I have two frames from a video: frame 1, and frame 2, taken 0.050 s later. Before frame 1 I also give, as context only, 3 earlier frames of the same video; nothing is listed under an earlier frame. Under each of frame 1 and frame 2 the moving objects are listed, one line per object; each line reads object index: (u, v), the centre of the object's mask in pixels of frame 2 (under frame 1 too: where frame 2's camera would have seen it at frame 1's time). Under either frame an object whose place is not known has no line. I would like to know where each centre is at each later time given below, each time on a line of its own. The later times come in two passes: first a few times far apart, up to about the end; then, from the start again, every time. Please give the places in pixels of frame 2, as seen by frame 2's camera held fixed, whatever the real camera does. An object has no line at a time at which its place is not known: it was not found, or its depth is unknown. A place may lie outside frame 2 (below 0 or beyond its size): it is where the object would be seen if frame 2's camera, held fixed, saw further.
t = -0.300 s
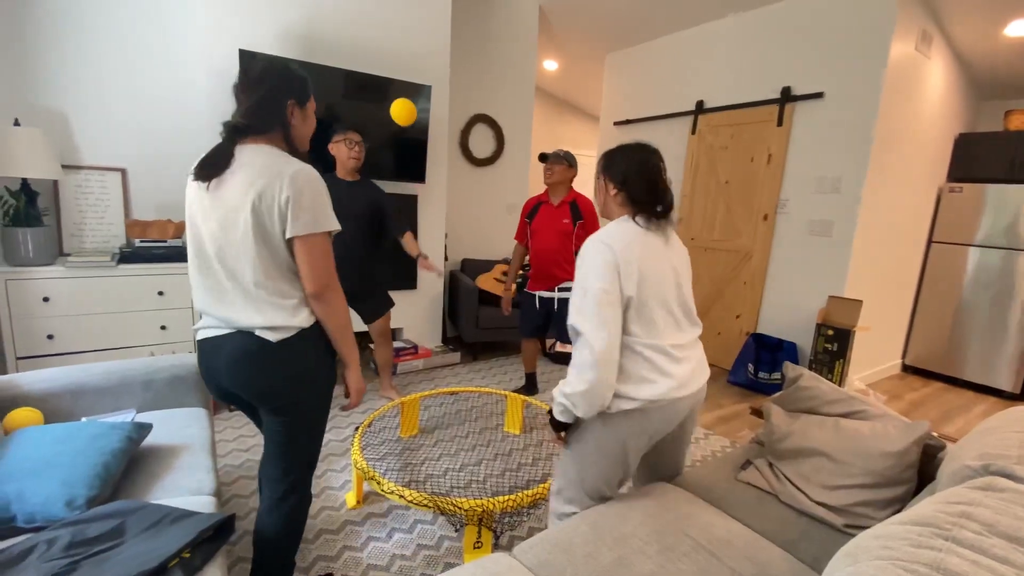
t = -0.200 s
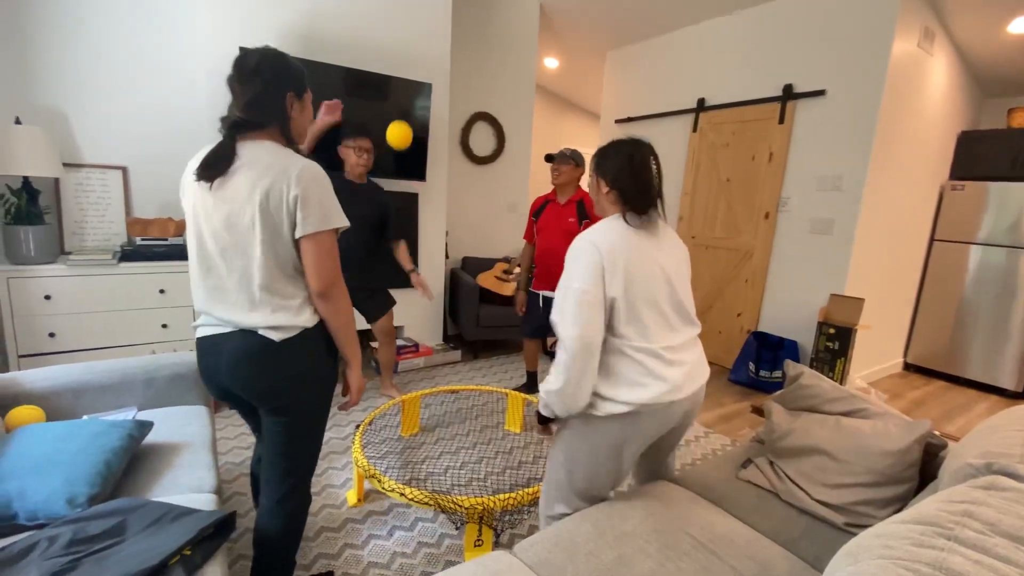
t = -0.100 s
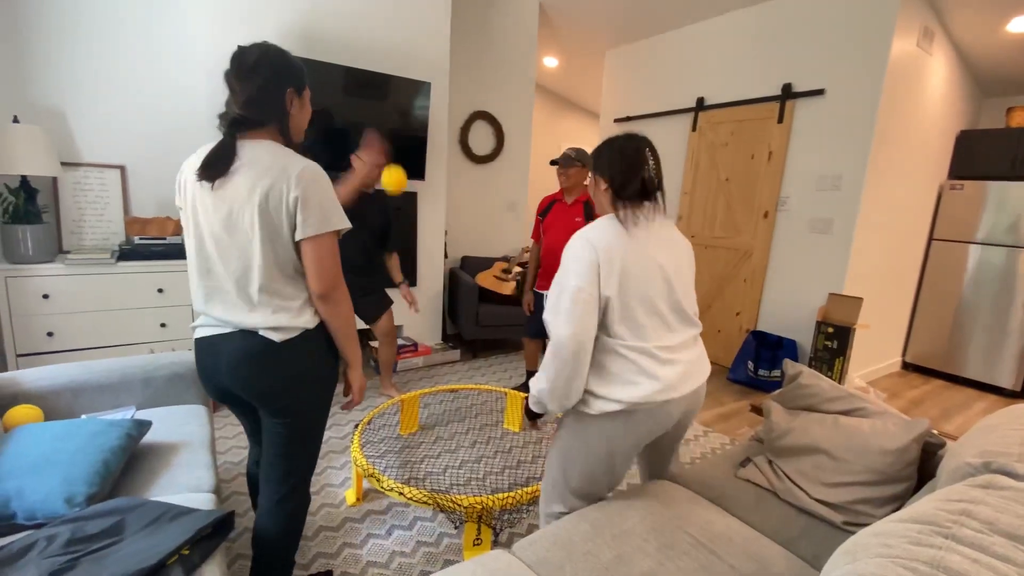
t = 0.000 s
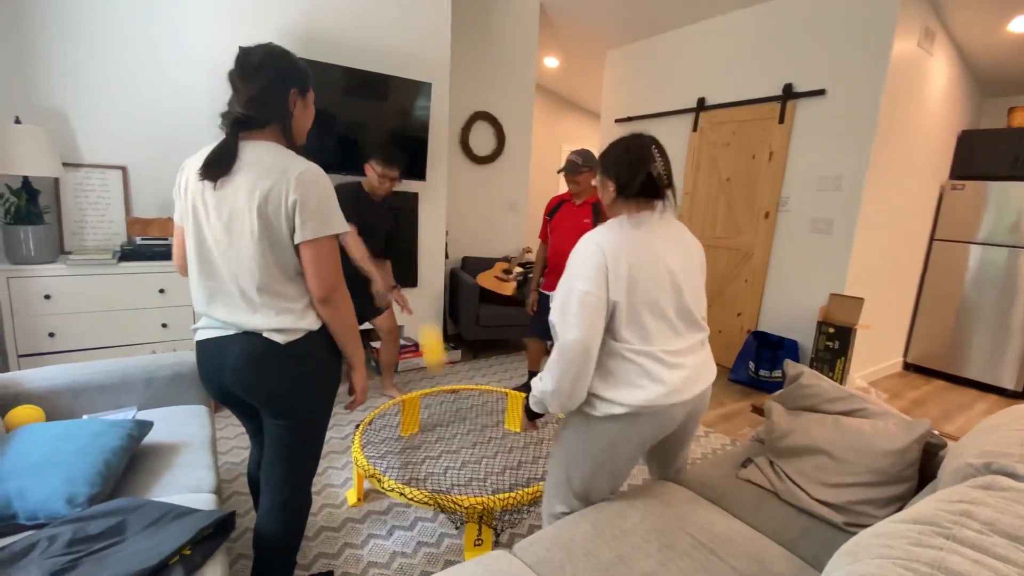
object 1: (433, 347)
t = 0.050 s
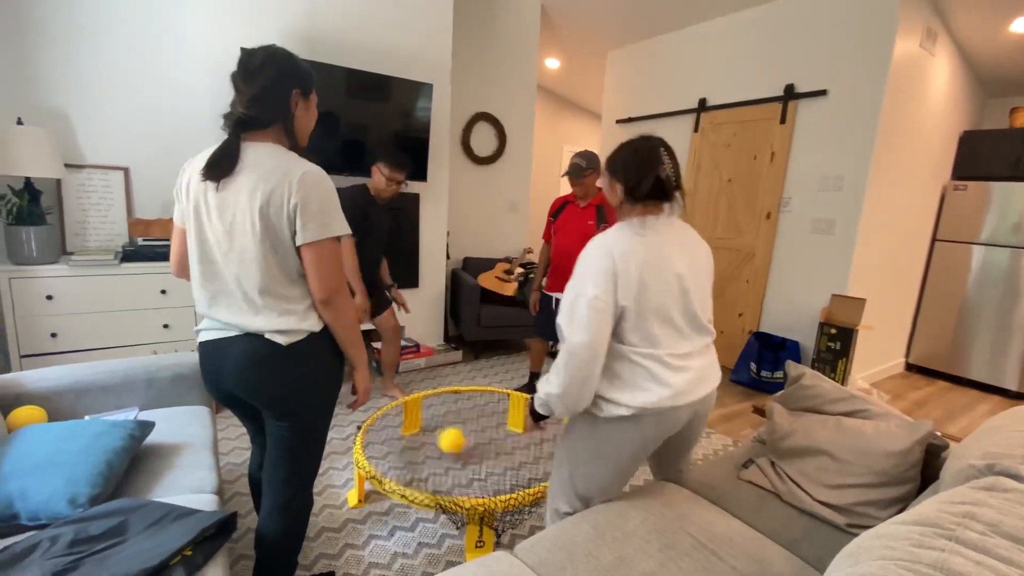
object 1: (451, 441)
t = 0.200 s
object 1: (485, 294)
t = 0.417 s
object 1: (540, 89)
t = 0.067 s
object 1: (456, 433)
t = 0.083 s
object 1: (460, 416)
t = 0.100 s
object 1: (464, 399)
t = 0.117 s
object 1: (467, 379)
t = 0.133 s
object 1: (471, 362)
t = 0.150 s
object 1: (475, 345)
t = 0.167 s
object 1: (478, 328)
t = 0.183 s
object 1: (482, 311)
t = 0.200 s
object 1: (485, 294)
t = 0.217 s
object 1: (489, 277)
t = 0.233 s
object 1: (493, 258)
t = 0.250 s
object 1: (496, 241)
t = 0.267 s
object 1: (500, 225)
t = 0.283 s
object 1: (504, 208)
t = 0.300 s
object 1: (508, 192)
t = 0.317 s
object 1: (512, 176)
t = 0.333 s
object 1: (517, 161)
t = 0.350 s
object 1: (521, 145)
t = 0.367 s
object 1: (526, 130)
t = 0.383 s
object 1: (531, 115)
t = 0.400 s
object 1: (535, 102)
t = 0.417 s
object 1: (540, 89)
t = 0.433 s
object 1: (543, 77)
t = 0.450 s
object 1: (549, 63)
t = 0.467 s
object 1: (553, 50)
